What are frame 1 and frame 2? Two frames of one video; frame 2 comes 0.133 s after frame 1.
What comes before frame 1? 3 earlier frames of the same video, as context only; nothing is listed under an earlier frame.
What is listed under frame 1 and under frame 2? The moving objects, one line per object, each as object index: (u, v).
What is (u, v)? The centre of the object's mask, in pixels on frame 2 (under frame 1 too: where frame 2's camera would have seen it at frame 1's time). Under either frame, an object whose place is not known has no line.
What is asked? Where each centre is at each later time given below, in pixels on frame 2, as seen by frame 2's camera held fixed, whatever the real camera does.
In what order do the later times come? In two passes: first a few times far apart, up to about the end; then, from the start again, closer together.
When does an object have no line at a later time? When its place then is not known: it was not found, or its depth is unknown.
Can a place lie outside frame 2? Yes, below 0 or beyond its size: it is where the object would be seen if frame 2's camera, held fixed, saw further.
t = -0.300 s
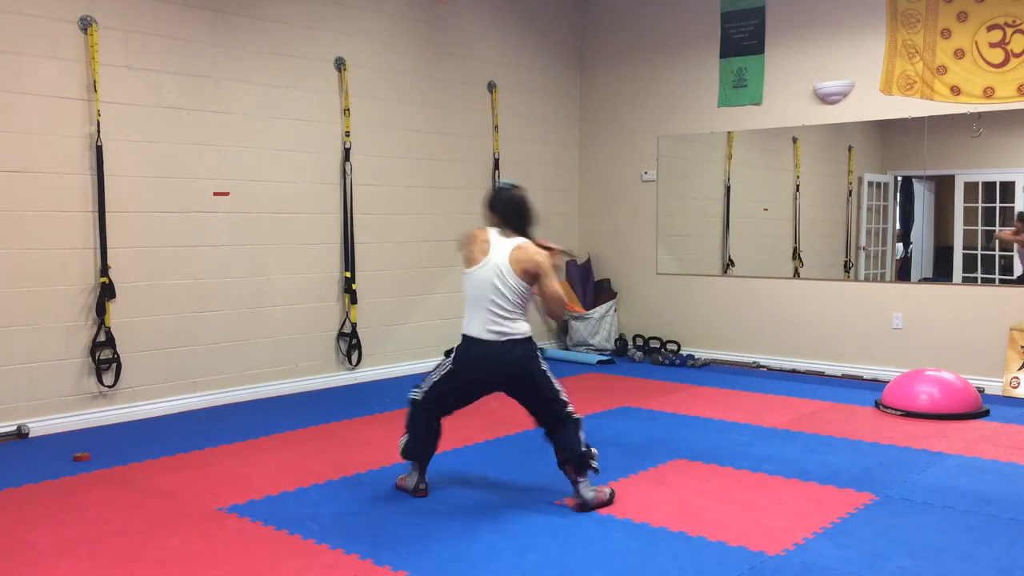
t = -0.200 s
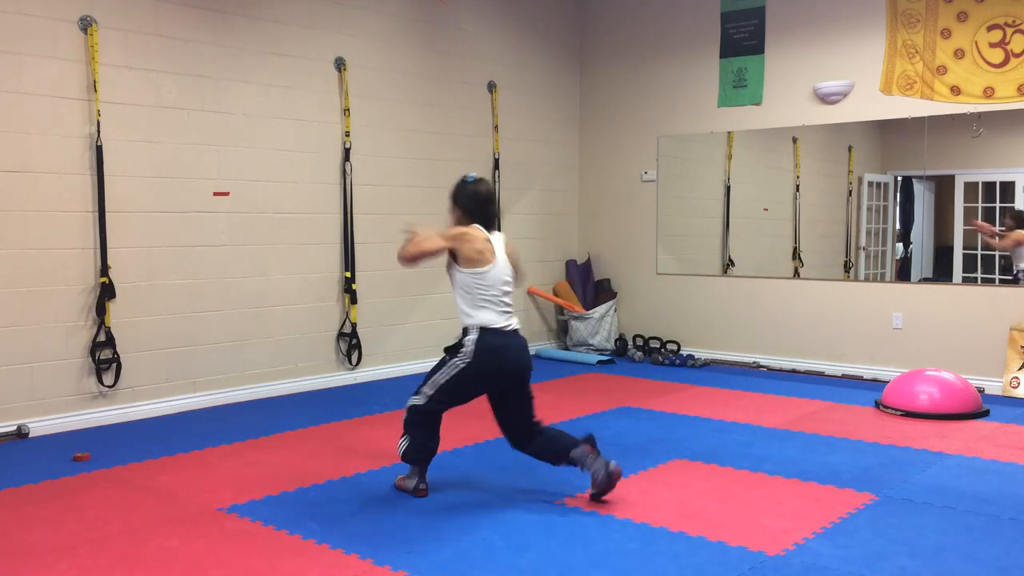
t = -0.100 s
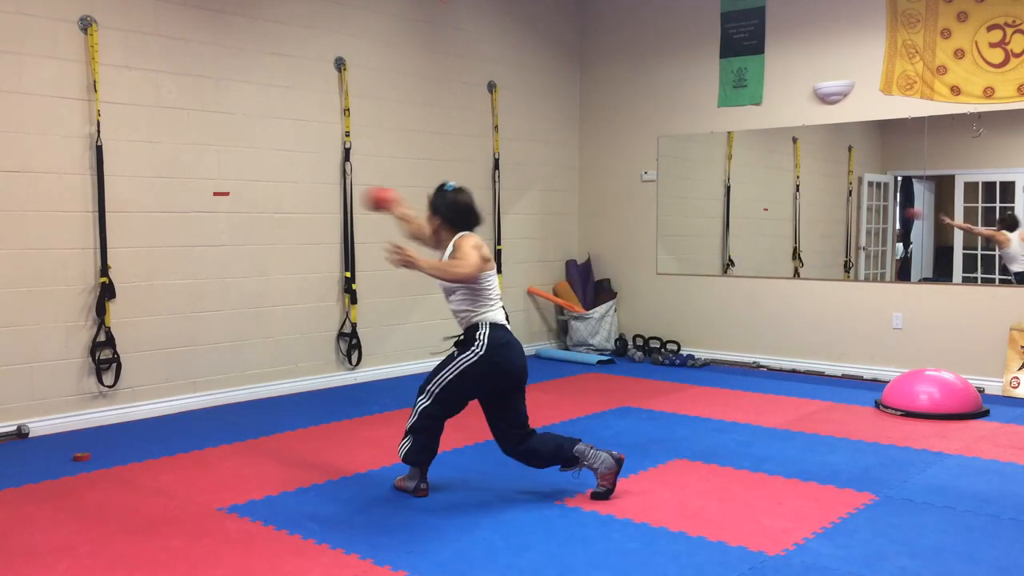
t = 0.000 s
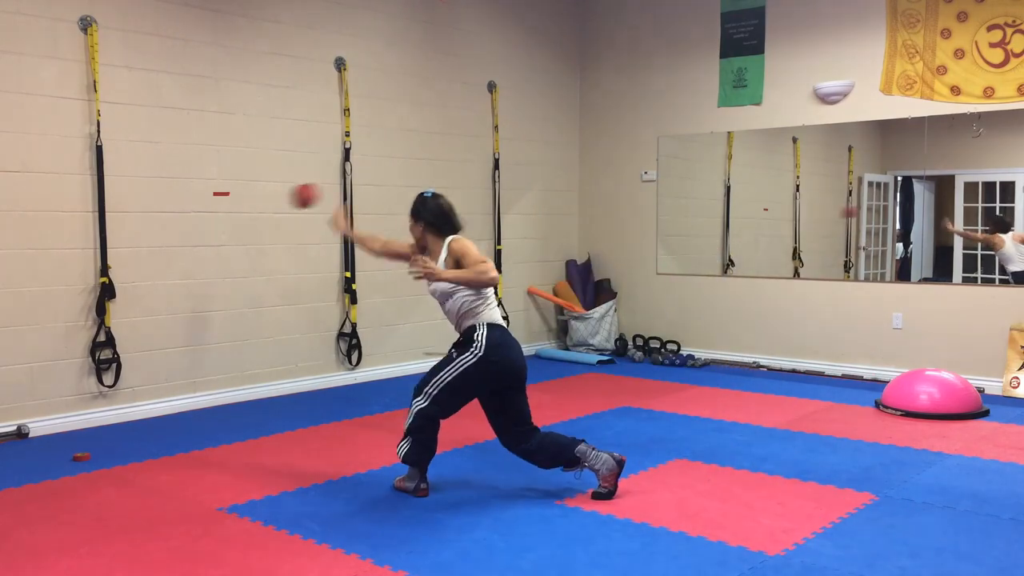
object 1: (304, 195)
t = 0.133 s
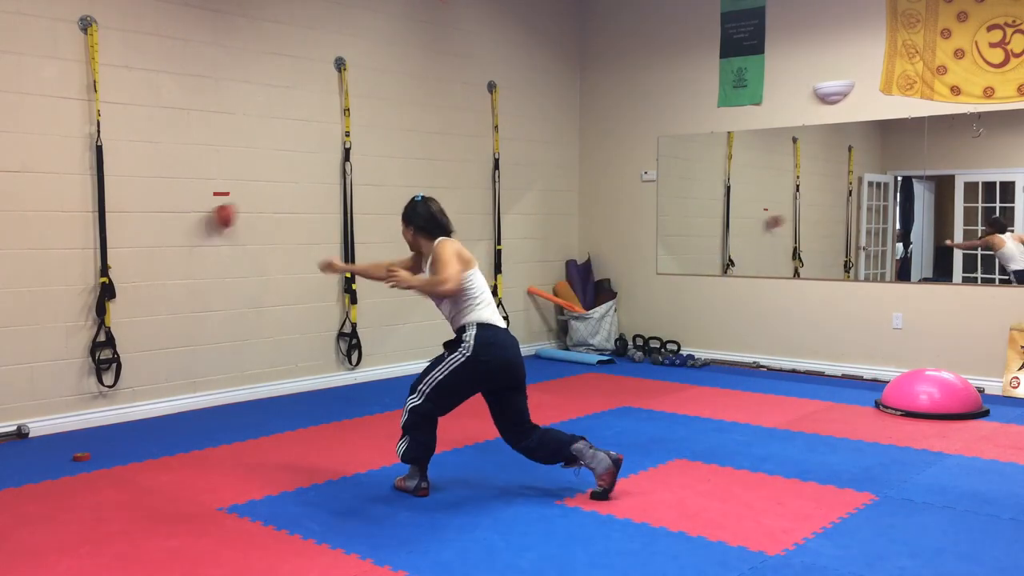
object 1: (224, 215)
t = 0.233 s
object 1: (226, 227)
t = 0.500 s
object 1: (253, 327)
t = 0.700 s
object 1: (271, 380)
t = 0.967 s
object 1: (288, 392)
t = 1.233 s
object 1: (312, 394)
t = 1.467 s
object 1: (327, 396)
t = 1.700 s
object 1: (344, 397)
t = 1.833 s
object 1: (353, 397)
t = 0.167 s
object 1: (220, 220)
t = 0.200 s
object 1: (223, 223)
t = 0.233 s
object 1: (226, 227)
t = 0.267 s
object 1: (230, 233)
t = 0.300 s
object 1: (233, 241)
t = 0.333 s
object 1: (236, 251)
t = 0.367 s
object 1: (240, 262)
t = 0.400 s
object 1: (243, 276)
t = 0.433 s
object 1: (247, 291)
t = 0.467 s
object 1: (250, 309)
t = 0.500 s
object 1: (253, 327)
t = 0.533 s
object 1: (257, 347)
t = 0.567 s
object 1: (260, 369)
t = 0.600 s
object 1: (264, 397)
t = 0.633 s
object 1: (266, 397)
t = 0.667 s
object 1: (268, 387)
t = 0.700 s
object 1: (271, 380)
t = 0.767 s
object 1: (275, 373)
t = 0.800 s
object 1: (277, 372)
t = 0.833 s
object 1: (279, 373)
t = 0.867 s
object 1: (281, 375)
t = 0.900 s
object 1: (284, 378)
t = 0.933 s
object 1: (286, 384)
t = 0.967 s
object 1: (288, 392)
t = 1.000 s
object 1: (290, 395)
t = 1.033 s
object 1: (294, 393)
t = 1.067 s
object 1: (297, 392)
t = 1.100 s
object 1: (301, 393)
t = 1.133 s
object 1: (305, 395)
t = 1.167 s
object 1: (308, 394)
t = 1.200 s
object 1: (310, 394)
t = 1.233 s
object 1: (312, 394)
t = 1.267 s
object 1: (314, 393)
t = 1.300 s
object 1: (316, 394)
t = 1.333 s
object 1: (318, 394)
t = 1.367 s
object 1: (321, 394)
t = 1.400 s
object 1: (323, 395)
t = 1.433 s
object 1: (324, 395)
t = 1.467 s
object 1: (327, 396)
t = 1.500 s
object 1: (329, 397)
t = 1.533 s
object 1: (331, 397)
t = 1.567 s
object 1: (333, 397)
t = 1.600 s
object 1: (336, 398)
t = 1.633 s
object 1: (338, 397)
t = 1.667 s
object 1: (341, 397)
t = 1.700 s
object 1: (344, 397)
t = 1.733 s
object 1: (346, 397)
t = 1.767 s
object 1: (349, 396)
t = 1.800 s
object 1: (351, 396)
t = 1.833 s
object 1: (353, 397)
